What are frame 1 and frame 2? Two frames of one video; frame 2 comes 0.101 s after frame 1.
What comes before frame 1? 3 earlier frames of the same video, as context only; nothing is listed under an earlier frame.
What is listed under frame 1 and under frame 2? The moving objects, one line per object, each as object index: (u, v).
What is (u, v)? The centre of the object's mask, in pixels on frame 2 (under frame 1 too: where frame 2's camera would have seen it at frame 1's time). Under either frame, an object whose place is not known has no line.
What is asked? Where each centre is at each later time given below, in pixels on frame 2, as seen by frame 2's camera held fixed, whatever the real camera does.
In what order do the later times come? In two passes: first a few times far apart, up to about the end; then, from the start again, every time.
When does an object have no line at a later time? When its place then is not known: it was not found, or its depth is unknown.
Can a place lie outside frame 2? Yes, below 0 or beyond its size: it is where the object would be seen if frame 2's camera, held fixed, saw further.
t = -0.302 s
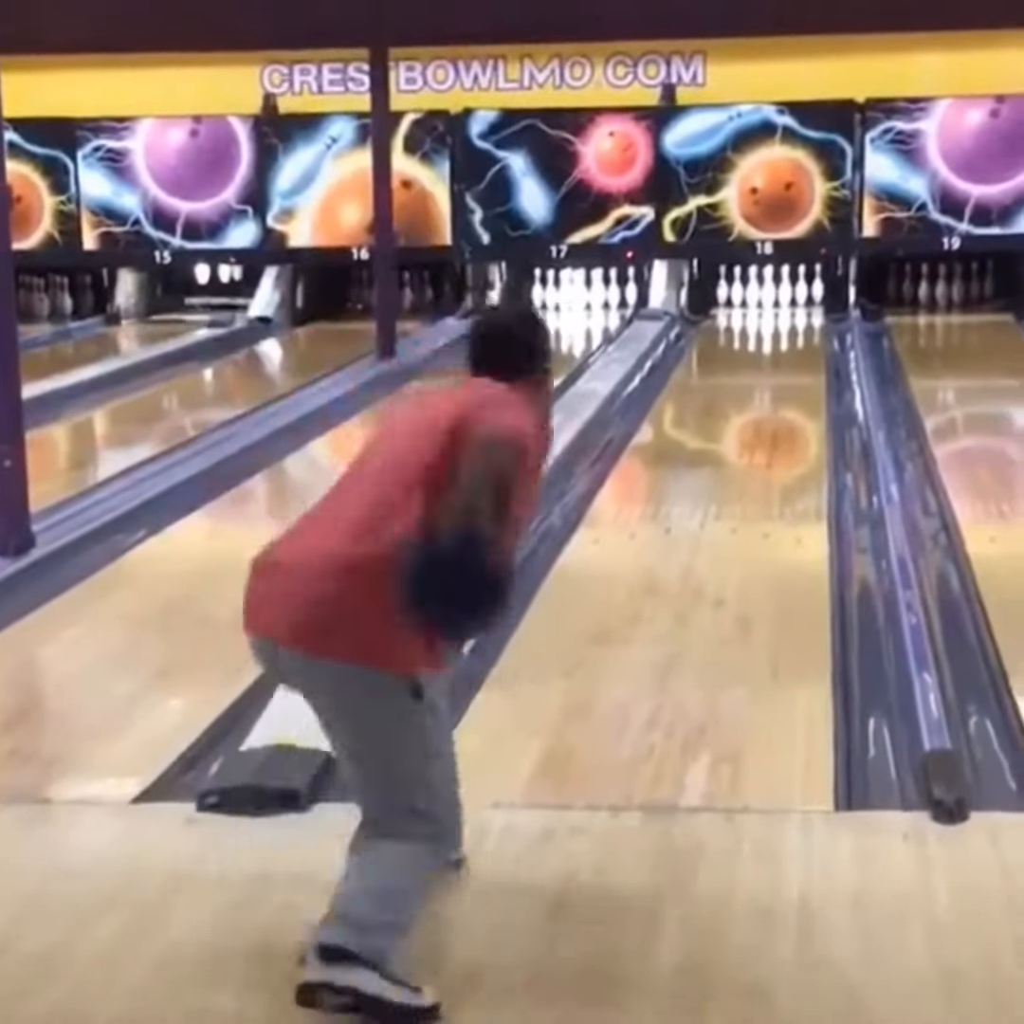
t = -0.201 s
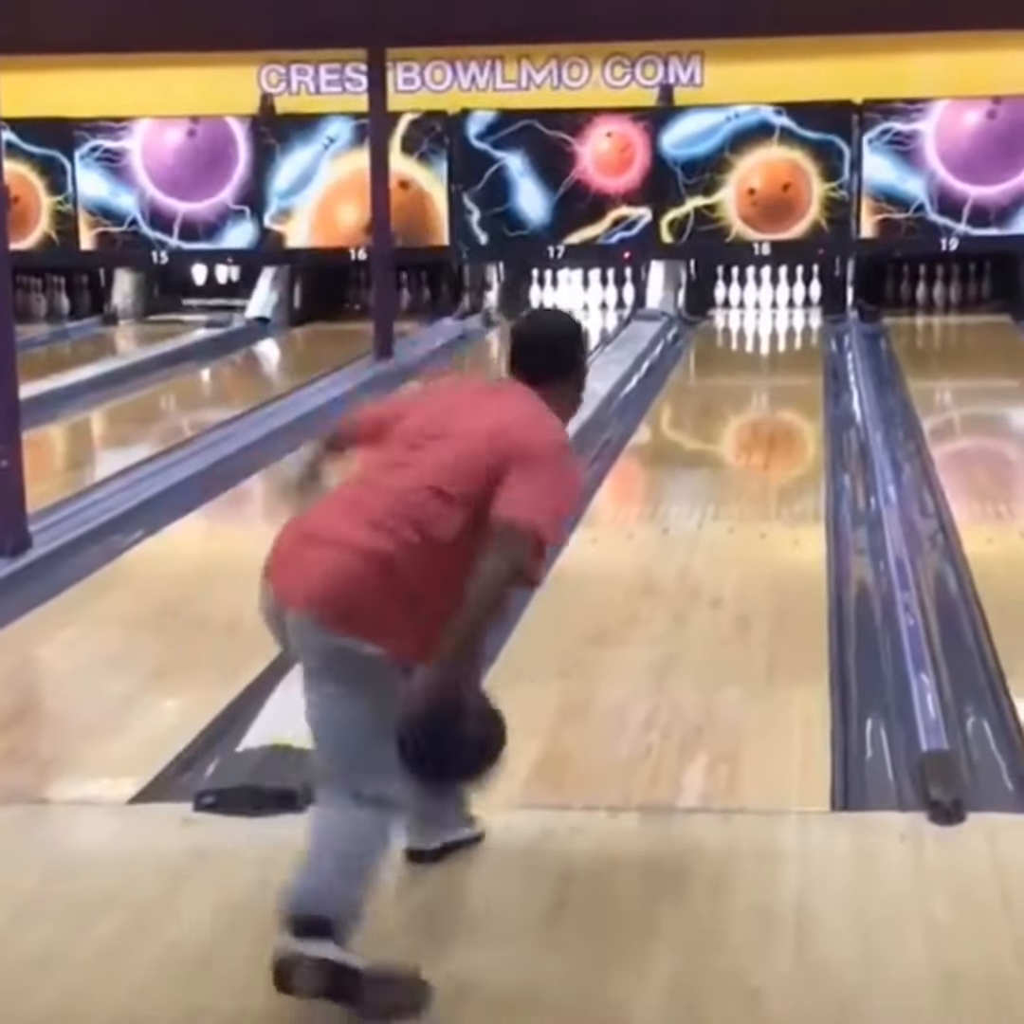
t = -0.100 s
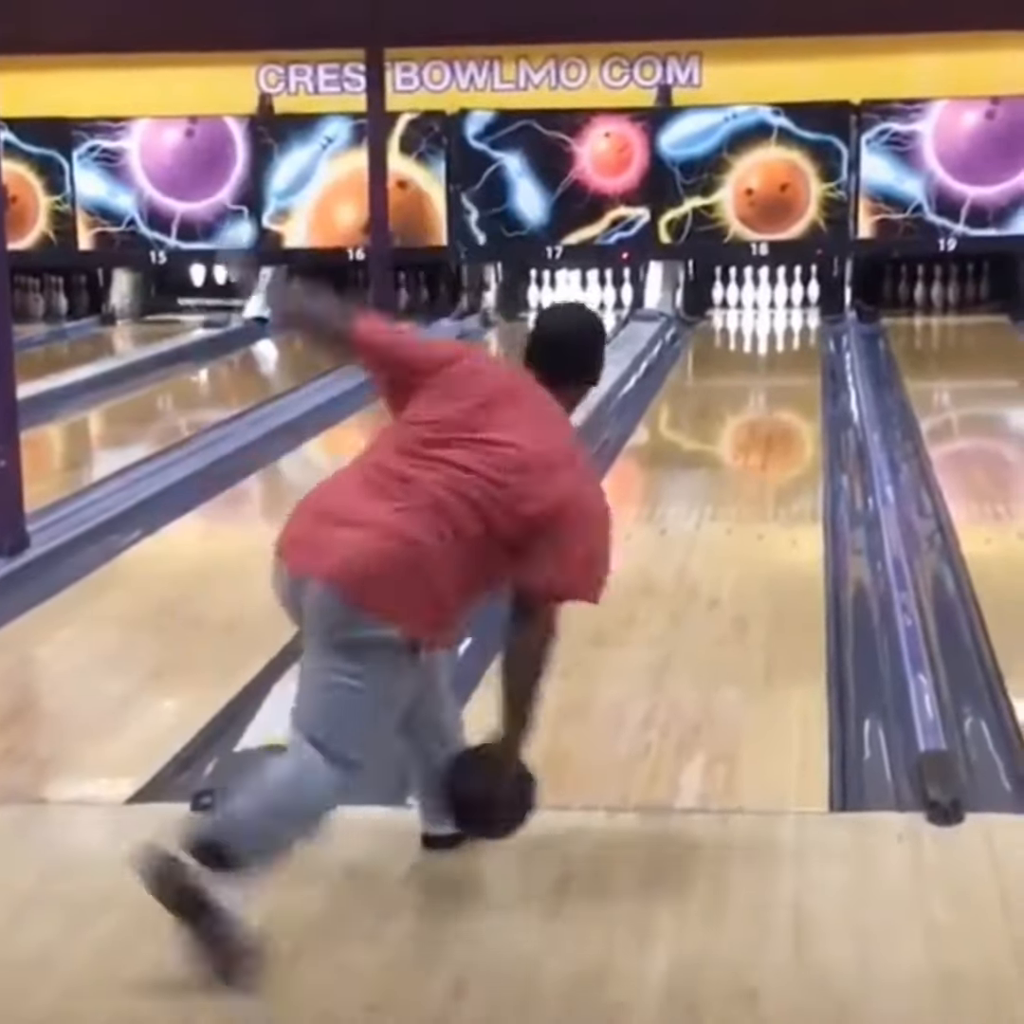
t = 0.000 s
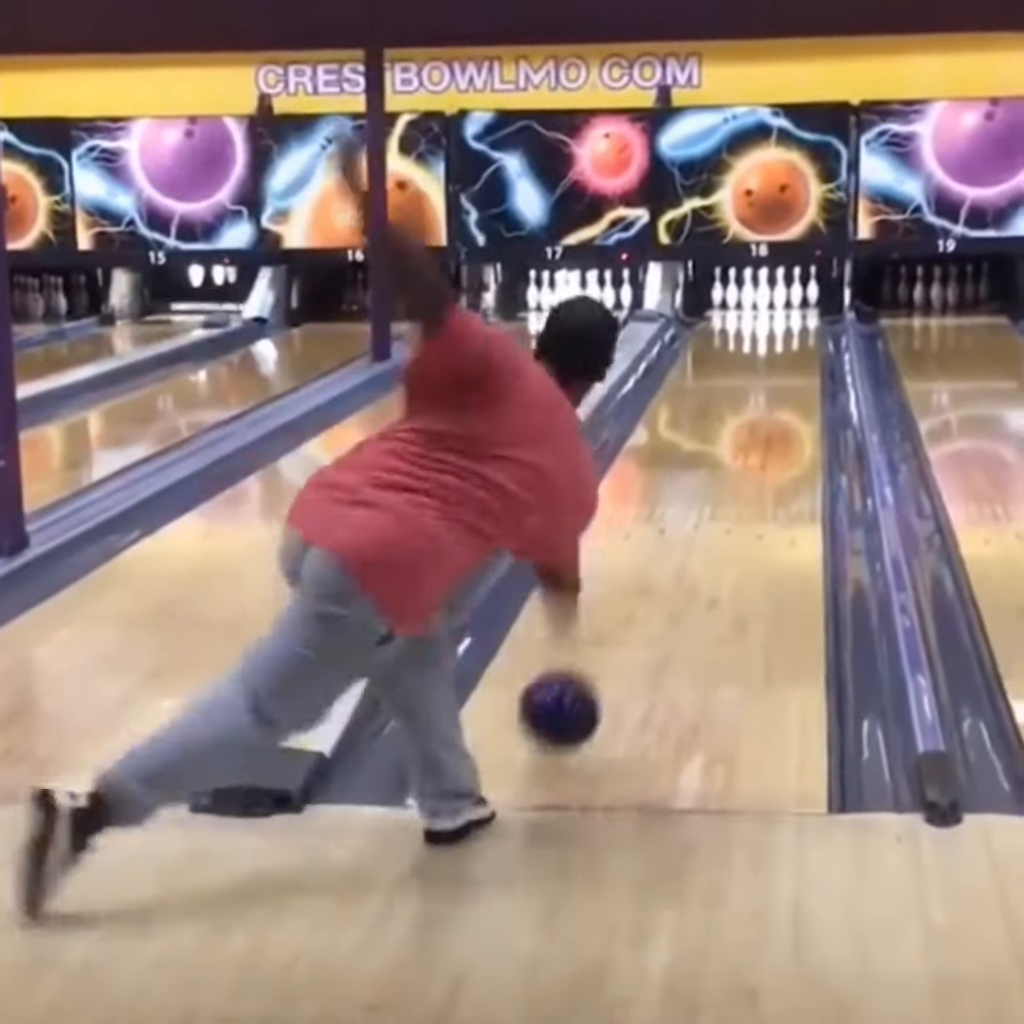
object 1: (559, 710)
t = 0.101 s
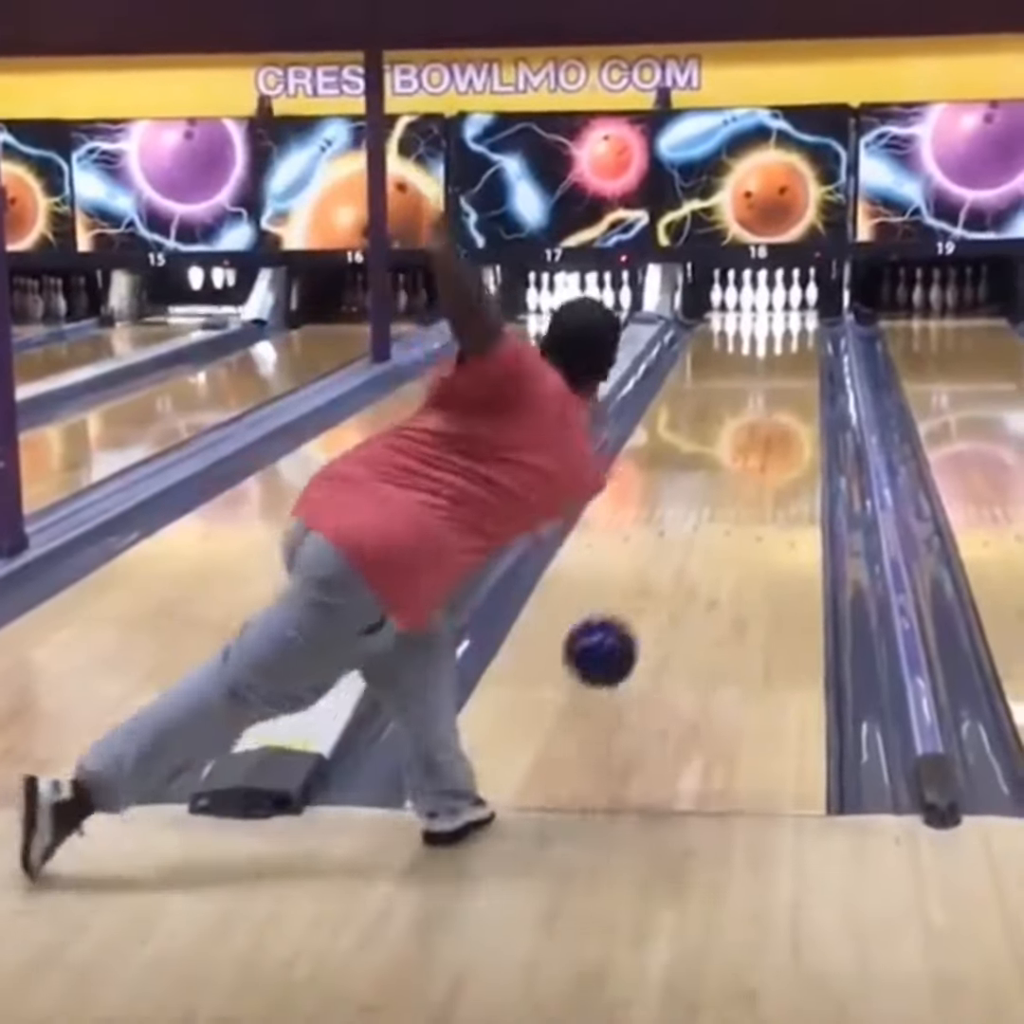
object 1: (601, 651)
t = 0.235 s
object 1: (644, 605)
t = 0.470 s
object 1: (699, 523)
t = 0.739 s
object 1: (740, 459)
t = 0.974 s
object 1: (764, 418)
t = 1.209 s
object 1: (783, 387)
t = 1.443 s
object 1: (792, 362)
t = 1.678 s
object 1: (798, 342)
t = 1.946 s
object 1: (795, 325)
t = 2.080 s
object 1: (789, 315)
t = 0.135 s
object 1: (613, 641)
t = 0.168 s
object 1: (624, 636)
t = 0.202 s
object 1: (634, 621)
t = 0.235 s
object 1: (644, 605)
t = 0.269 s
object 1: (654, 592)
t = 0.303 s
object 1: (663, 579)
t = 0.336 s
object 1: (670, 566)
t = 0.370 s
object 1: (678, 554)
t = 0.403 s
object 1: (685, 543)
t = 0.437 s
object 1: (692, 532)
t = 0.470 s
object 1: (699, 523)
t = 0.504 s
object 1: (705, 513)
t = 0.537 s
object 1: (711, 504)
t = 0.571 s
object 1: (716, 496)
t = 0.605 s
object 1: (723, 493)
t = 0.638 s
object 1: (731, 477)
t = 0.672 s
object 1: (731, 472)
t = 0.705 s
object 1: (736, 465)
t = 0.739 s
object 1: (740, 459)
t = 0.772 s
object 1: (744, 452)
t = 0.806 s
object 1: (748, 445)
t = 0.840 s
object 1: (752, 439)
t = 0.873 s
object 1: (755, 434)
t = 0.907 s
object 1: (759, 428)
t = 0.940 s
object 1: (761, 422)
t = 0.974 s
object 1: (764, 418)
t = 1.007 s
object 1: (767, 412)
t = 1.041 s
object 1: (771, 408)
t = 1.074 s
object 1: (773, 403)
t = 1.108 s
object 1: (776, 398)
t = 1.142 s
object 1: (778, 394)
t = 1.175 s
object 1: (781, 390)
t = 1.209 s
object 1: (783, 387)
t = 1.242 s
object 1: (785, 383)
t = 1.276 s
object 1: (787, 379)
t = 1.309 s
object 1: (789, 375)
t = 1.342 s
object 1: (790, 371)
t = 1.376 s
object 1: (791, 368)
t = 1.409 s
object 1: (793, 365)
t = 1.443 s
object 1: (792, 362)
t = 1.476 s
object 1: (794, 358)
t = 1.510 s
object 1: (795, 356)
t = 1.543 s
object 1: (796, 354)
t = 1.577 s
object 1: (797, 351)
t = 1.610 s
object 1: (798, 347)
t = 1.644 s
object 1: (797, 344)
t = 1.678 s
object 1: (798, 342)
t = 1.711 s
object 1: (796, 339)
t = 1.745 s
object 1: (797, 337)
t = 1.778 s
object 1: (797, 334)
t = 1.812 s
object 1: (798, 332)
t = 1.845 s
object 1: (797, 329)
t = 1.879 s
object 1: (797, 327)
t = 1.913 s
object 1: (796, 326)
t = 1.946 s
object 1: (795, 325)
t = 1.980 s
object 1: (793, 322)
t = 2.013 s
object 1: (792, 321)
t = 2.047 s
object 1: (791, 319)
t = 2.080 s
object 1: (789, 315)
